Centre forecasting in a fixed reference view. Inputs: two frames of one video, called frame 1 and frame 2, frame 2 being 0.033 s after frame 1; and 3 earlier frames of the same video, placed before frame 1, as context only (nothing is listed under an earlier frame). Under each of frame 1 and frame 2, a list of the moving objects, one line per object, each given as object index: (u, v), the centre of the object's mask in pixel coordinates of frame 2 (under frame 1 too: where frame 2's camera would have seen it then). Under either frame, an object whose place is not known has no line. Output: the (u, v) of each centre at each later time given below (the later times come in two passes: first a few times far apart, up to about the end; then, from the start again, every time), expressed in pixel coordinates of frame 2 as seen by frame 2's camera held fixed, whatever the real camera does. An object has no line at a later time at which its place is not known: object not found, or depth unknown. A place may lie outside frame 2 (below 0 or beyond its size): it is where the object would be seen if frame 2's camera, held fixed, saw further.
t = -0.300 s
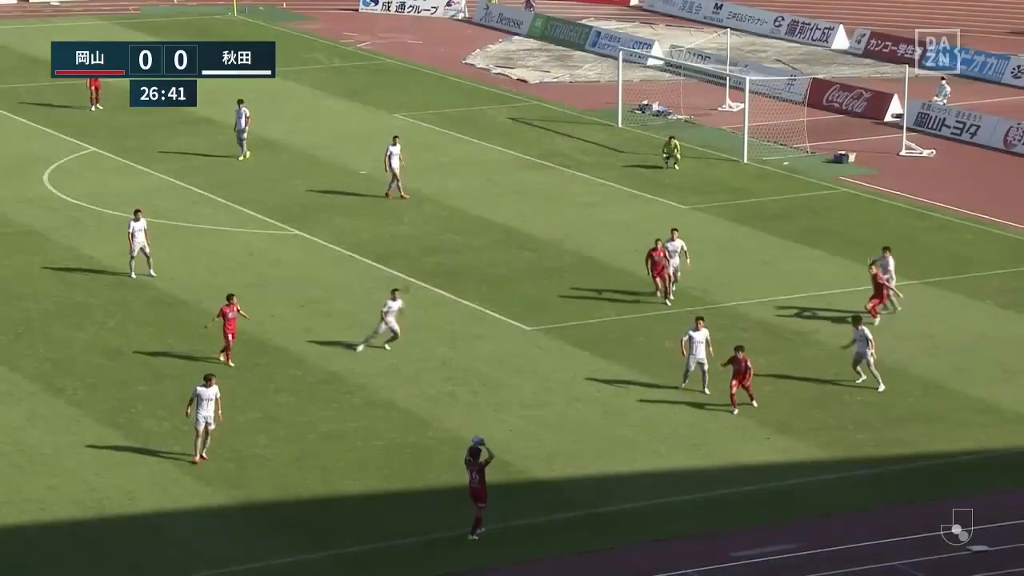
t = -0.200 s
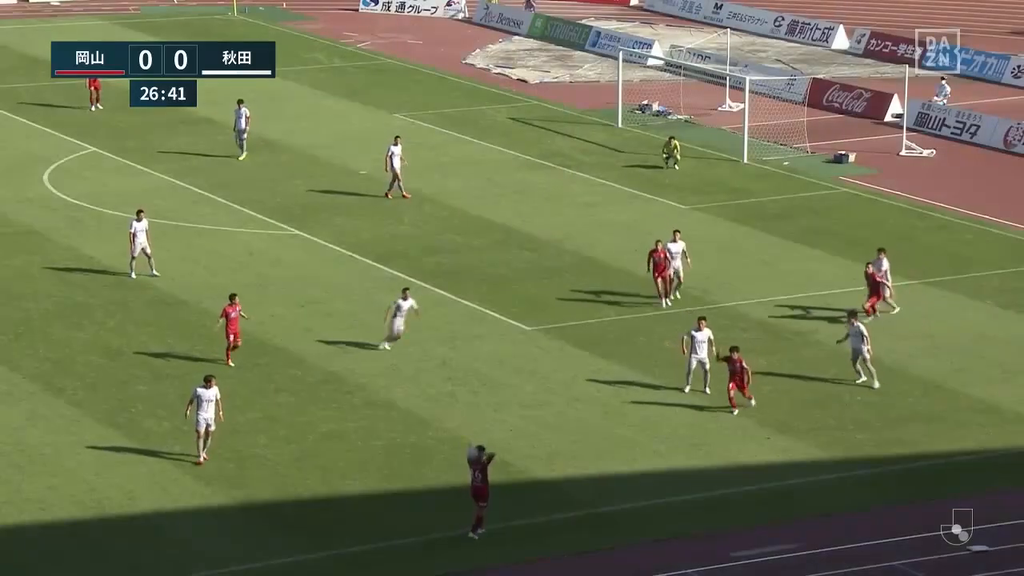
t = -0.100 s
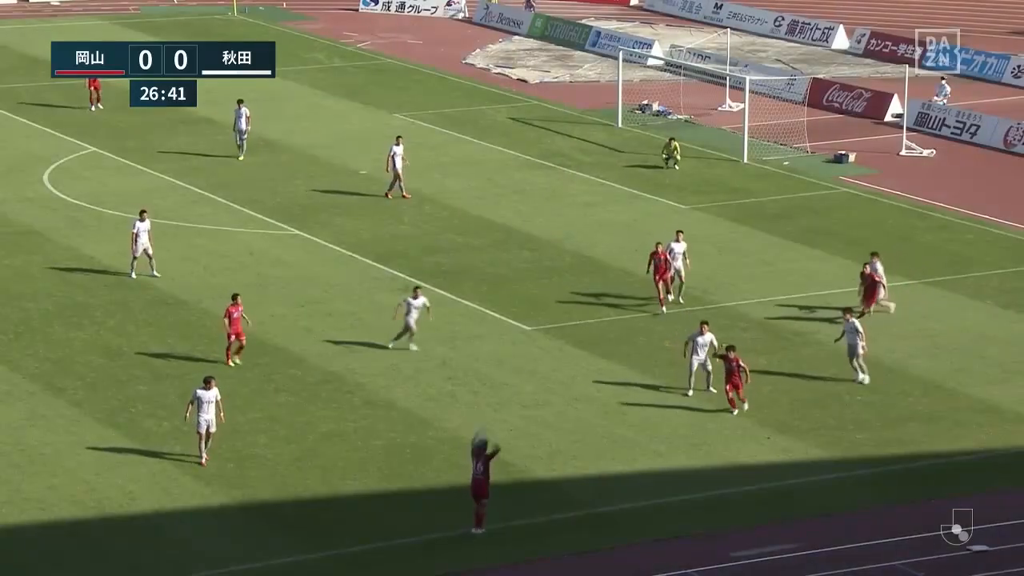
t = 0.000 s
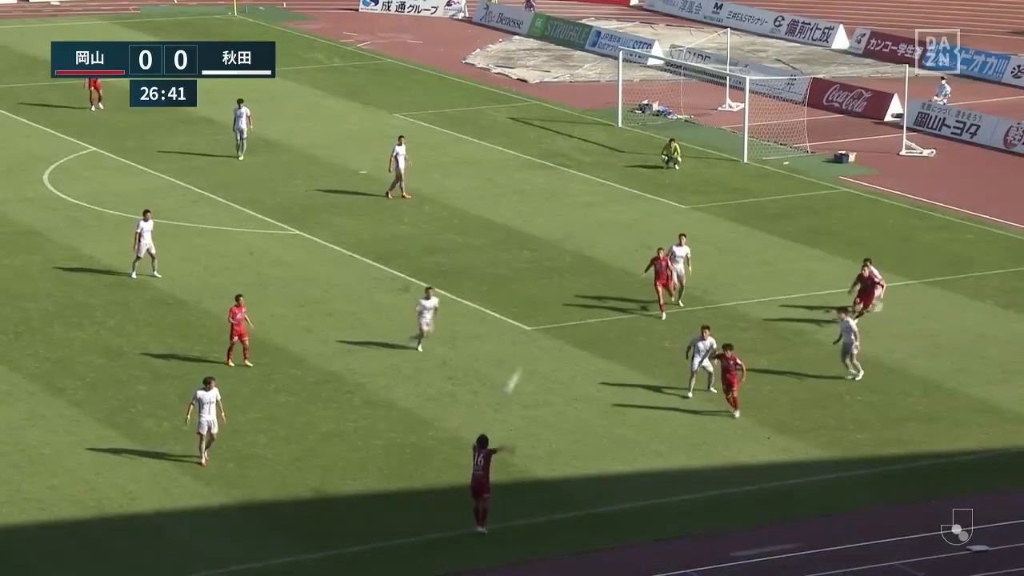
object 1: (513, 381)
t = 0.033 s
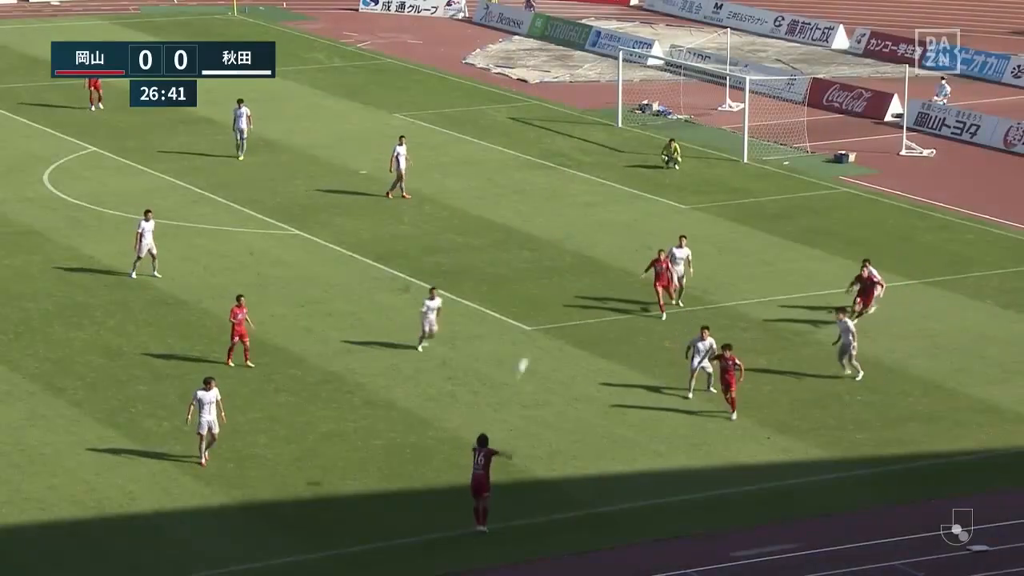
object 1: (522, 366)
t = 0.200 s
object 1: (570, 296)
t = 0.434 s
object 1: (629, 232)
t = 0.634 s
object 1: (676, 204)
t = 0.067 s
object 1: (531, 351)
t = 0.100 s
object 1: (542, 335)
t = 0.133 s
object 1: (551, 319)
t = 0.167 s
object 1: (560, 309)
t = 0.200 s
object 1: (570, 296)
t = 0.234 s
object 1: (578, 284)
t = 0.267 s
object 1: (586, 275)
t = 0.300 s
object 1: (596, 264)
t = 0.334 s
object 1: (605, 255)
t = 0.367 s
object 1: (613, 247)
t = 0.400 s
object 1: (621, 240)
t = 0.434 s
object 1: (629, 232)
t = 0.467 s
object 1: (637, 225)
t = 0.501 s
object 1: (645, 221)
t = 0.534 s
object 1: (653, 215)
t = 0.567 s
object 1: (662, 210)
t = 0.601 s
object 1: (668, 207)
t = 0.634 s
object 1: (676, 204)
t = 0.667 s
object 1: (684, 201)
